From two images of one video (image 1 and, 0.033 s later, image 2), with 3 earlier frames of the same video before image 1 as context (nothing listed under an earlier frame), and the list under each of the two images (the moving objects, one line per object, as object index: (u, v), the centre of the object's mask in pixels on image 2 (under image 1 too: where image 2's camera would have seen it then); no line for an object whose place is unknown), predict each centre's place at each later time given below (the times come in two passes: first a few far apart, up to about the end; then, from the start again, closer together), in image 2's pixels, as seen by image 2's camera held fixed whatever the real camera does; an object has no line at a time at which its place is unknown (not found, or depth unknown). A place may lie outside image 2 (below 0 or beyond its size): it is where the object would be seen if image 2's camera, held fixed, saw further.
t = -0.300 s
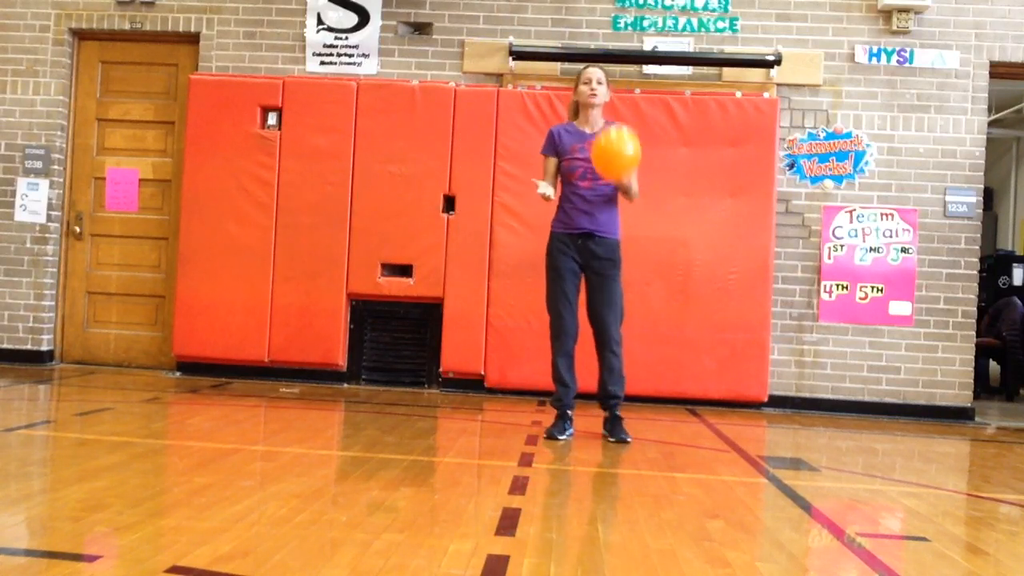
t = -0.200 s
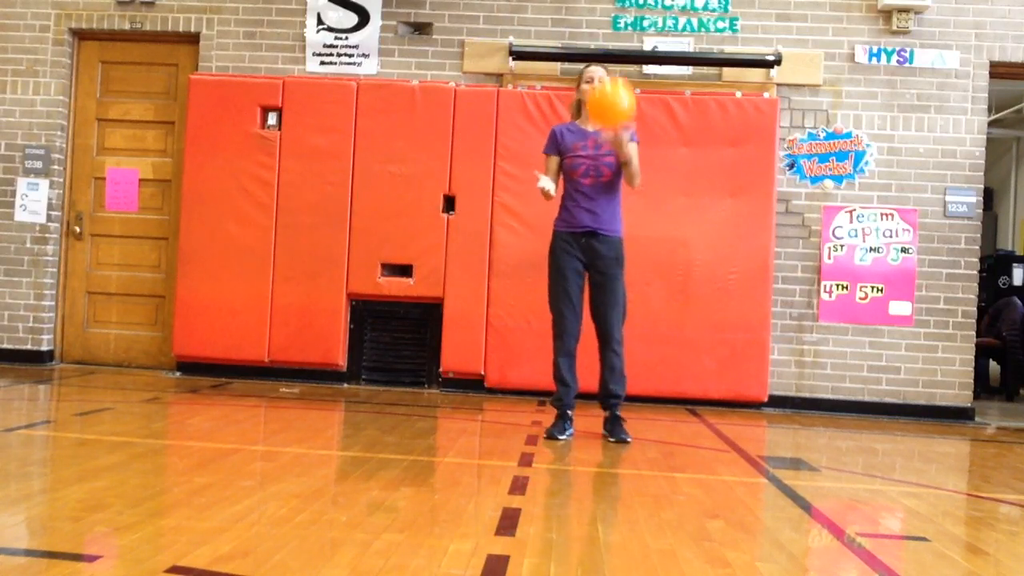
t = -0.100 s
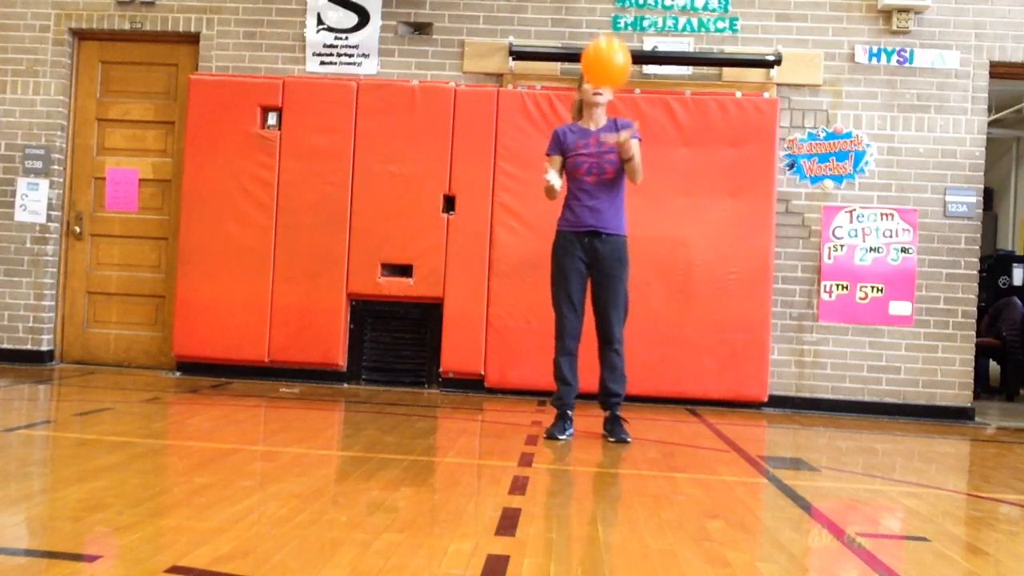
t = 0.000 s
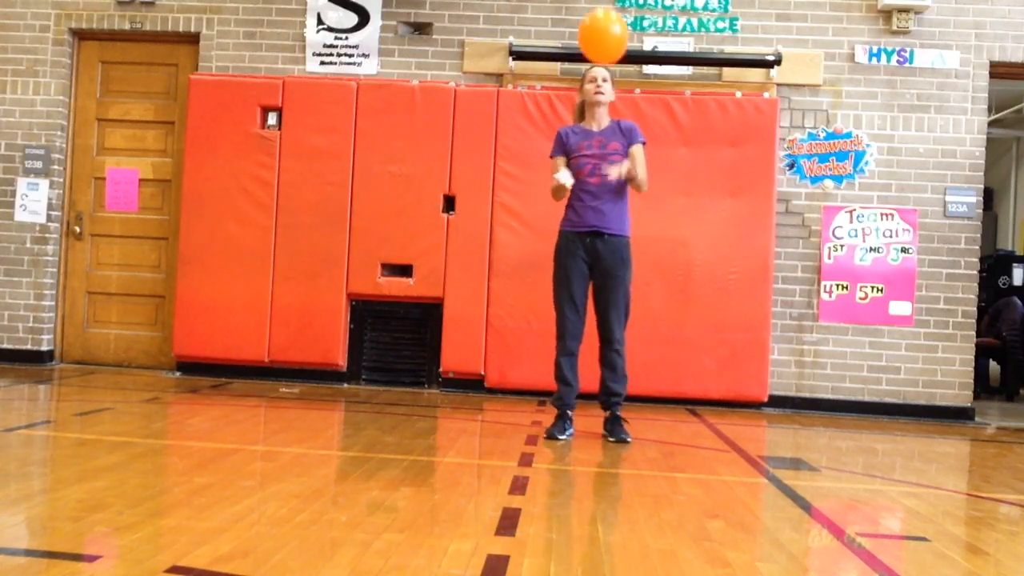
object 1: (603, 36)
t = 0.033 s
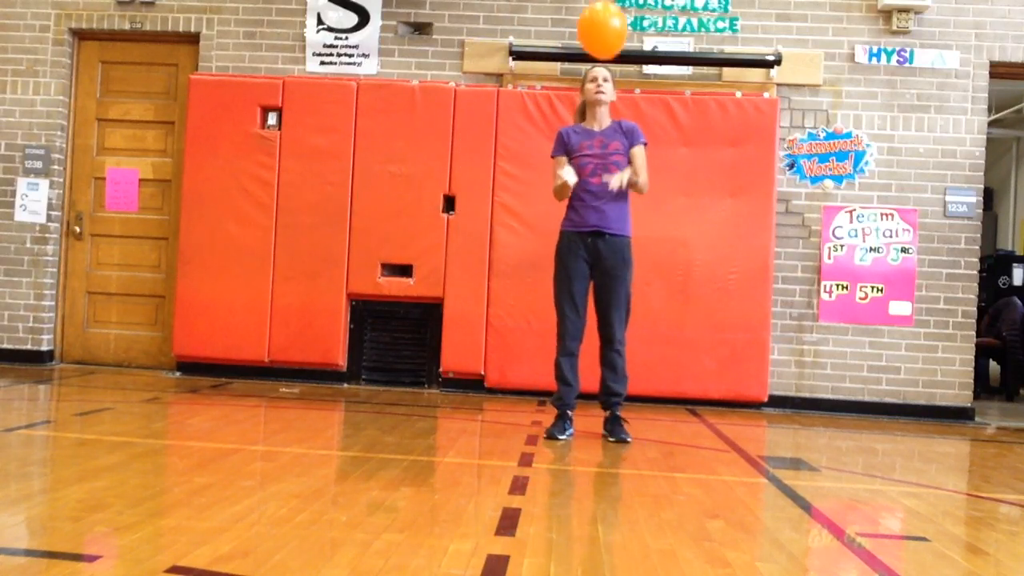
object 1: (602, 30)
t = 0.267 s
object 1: (596, 17)
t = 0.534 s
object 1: (586, 34)
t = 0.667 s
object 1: (580, 60)
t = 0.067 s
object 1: (602, 25)
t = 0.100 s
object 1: (601, 23)
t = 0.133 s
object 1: (600, 21)
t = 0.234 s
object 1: (597, 17)
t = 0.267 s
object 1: (596, 17)
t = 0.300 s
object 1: (595, 17)
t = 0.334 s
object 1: (594, 17)
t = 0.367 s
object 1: (593, 18)
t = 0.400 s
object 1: (591, 20)
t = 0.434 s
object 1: (590, 22)
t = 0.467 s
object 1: (589, 24)
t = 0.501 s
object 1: (587, 29)
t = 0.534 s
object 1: (586, 34)
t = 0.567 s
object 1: (584, 38)
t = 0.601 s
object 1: (583, 45)
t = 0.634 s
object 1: (581, 52)
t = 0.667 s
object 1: (580, 60)
